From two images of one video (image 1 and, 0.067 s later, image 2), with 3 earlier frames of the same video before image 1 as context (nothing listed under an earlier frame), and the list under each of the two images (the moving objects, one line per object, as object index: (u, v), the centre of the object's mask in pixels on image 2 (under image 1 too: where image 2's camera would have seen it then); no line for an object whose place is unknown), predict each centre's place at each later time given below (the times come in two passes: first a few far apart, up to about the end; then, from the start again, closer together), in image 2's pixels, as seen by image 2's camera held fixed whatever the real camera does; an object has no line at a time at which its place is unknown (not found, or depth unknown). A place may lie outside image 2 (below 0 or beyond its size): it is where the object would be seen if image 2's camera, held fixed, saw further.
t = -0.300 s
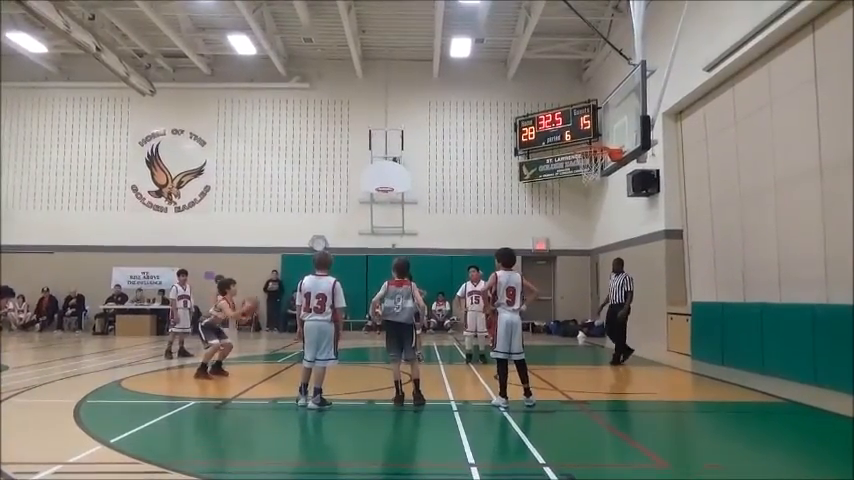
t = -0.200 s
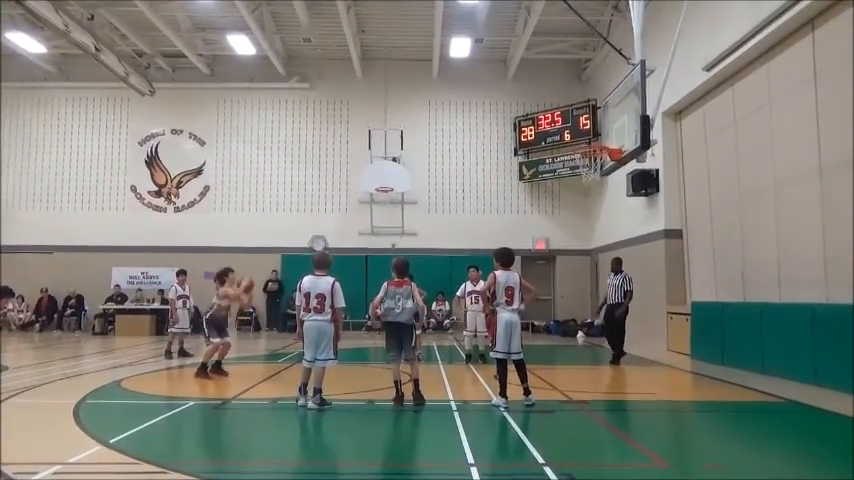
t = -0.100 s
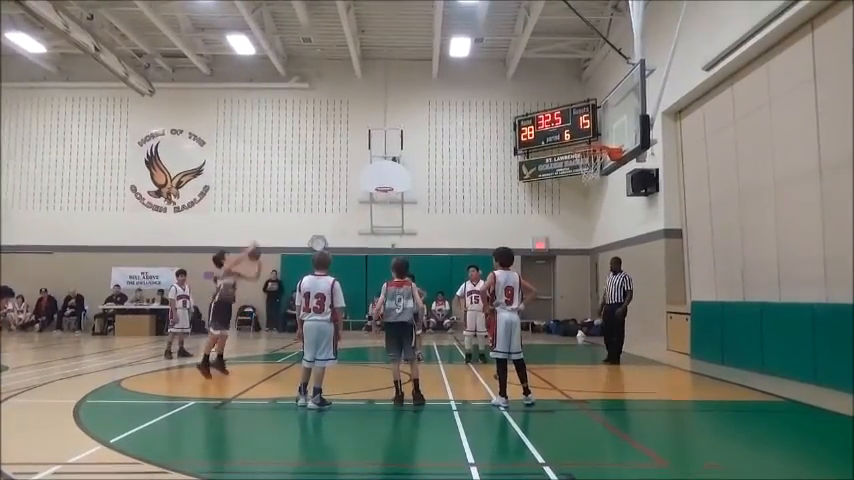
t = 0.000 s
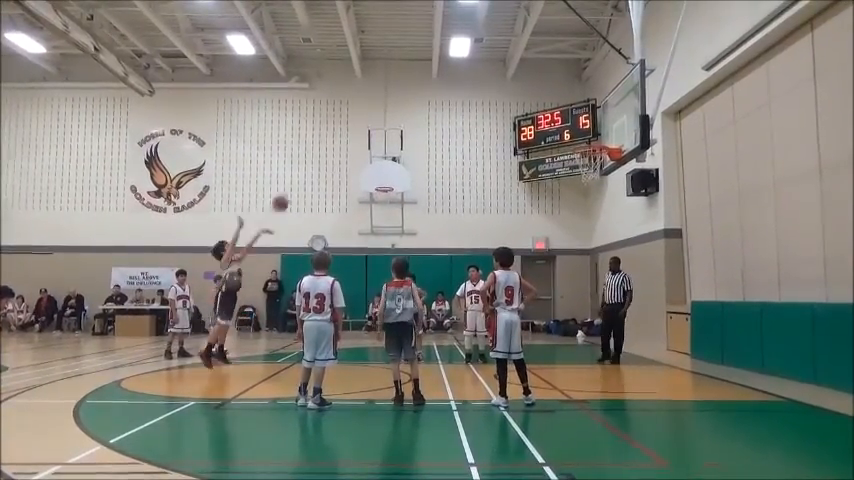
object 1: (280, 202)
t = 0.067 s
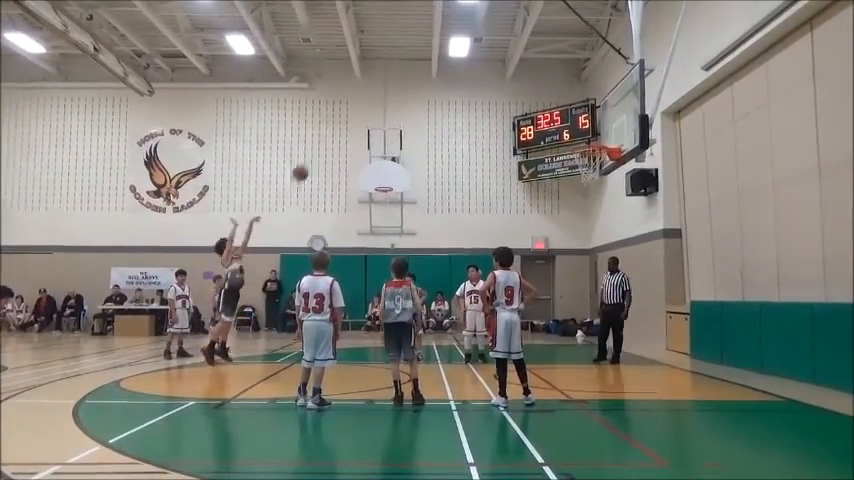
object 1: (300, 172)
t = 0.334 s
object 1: (378, 88)
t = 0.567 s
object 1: (443, 61)
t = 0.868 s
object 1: (524, 79)
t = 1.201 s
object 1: (592, 138)
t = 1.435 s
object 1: (578, 110)
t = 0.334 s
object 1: (378, 88)
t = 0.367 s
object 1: (387, 83)
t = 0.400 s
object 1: (397, 77)
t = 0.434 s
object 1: (406, 72)
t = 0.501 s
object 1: (425, 65)
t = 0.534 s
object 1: (434, 63)
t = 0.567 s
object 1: (443, 61)
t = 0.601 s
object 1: (452, 61)
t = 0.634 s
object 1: (462, 61)
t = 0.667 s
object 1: (471, 61)
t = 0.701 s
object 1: (480, 60)
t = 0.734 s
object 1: (489, 62)
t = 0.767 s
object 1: (497, 65)
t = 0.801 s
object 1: (506, 69)
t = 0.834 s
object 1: (515, 74)
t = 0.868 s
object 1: (524, 79)
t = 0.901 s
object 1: (533, 84)
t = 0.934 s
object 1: (542, 91)
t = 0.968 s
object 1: (551, 98)
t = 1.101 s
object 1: (585, 135)
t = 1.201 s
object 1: (592, 138)
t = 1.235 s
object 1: (588, 134)
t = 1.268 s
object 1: (588, 132)
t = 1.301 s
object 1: (585, 126)
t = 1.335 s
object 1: (583, 118)
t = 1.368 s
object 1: (583, 115)
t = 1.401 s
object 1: (581, 111)
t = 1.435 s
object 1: (578, 110)
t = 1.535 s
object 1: (572, 106)
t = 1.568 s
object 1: (571, 106)
